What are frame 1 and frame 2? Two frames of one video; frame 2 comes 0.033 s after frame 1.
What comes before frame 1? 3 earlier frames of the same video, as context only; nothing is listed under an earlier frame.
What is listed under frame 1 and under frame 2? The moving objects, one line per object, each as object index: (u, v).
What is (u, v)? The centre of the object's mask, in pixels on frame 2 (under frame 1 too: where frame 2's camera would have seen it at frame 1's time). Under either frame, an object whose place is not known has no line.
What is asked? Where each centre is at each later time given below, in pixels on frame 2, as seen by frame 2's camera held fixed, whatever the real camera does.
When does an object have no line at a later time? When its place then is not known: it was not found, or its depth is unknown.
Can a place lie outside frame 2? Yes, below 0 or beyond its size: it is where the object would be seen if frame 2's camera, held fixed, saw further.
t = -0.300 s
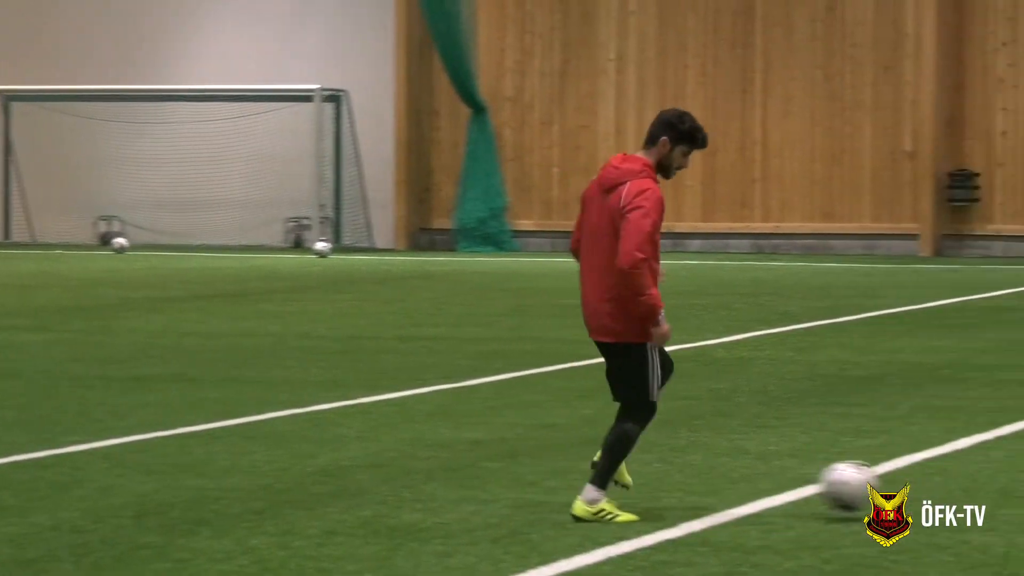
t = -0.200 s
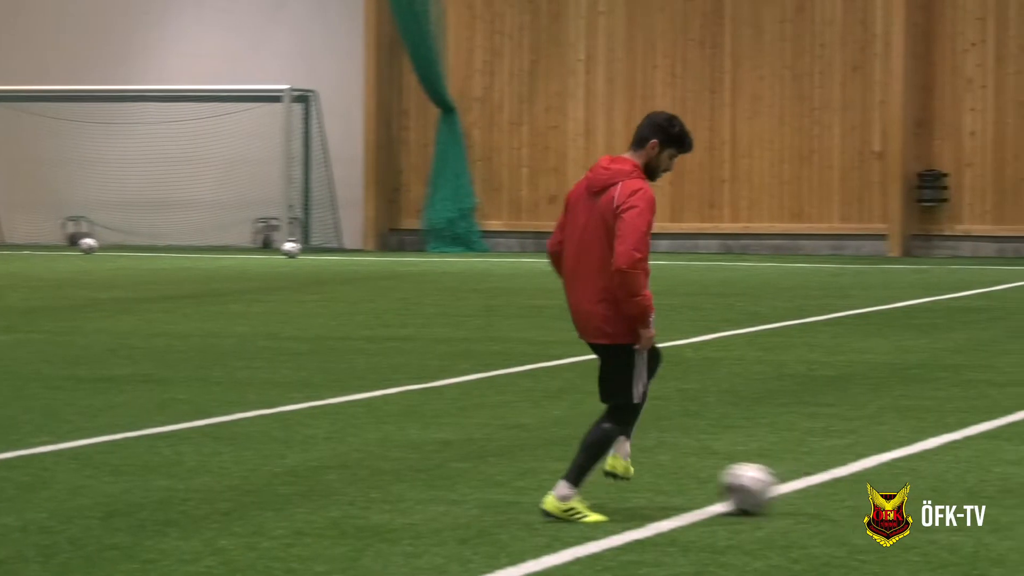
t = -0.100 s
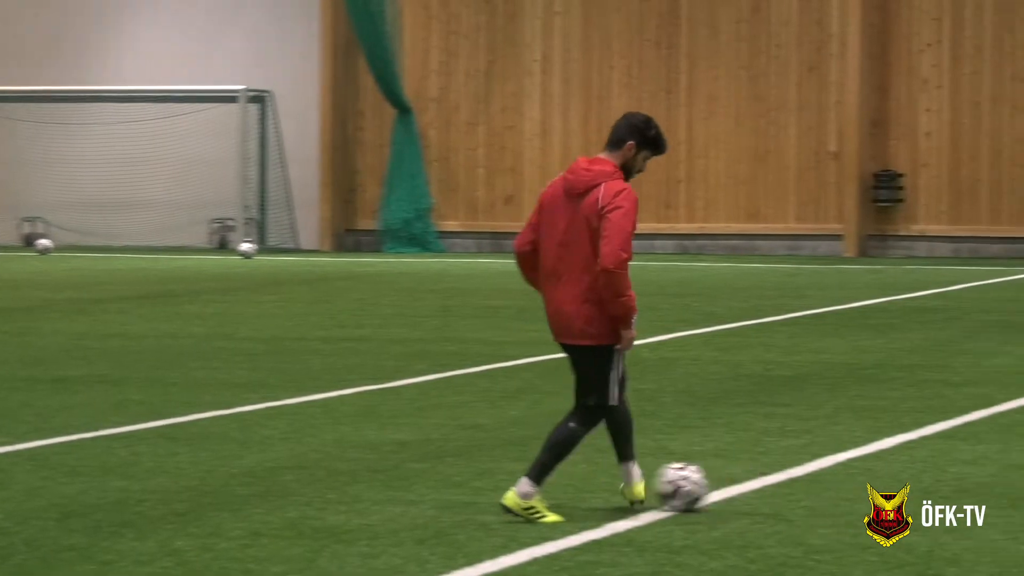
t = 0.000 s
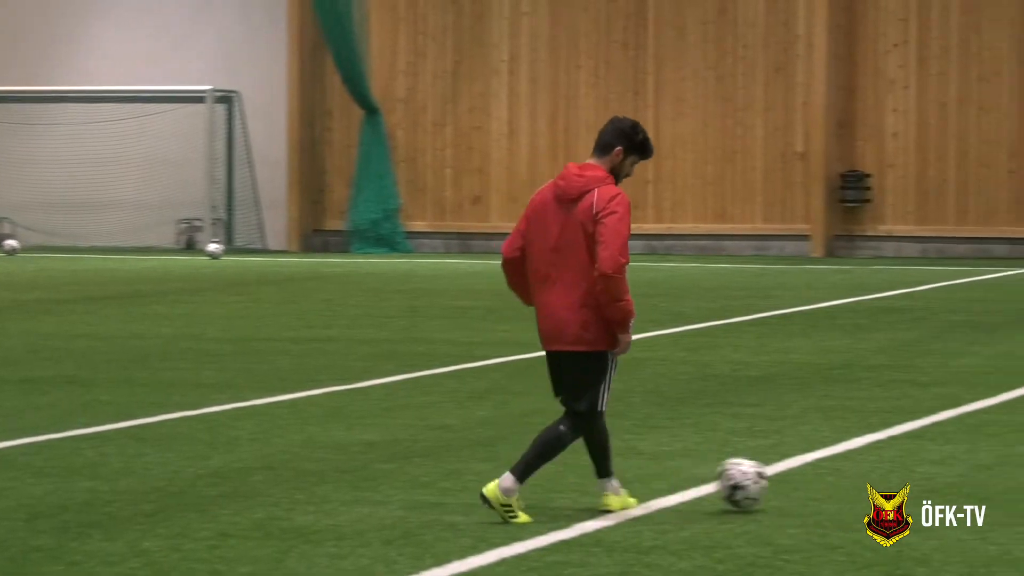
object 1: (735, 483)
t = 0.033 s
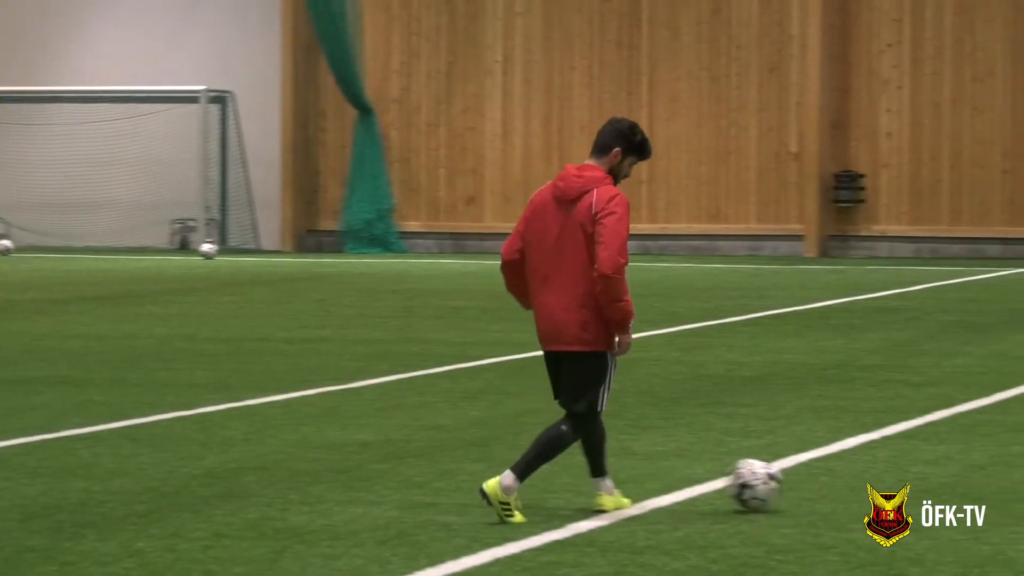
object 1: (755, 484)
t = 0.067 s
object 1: (792, 488)
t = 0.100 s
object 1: (822, 486)
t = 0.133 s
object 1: (837, 484)
